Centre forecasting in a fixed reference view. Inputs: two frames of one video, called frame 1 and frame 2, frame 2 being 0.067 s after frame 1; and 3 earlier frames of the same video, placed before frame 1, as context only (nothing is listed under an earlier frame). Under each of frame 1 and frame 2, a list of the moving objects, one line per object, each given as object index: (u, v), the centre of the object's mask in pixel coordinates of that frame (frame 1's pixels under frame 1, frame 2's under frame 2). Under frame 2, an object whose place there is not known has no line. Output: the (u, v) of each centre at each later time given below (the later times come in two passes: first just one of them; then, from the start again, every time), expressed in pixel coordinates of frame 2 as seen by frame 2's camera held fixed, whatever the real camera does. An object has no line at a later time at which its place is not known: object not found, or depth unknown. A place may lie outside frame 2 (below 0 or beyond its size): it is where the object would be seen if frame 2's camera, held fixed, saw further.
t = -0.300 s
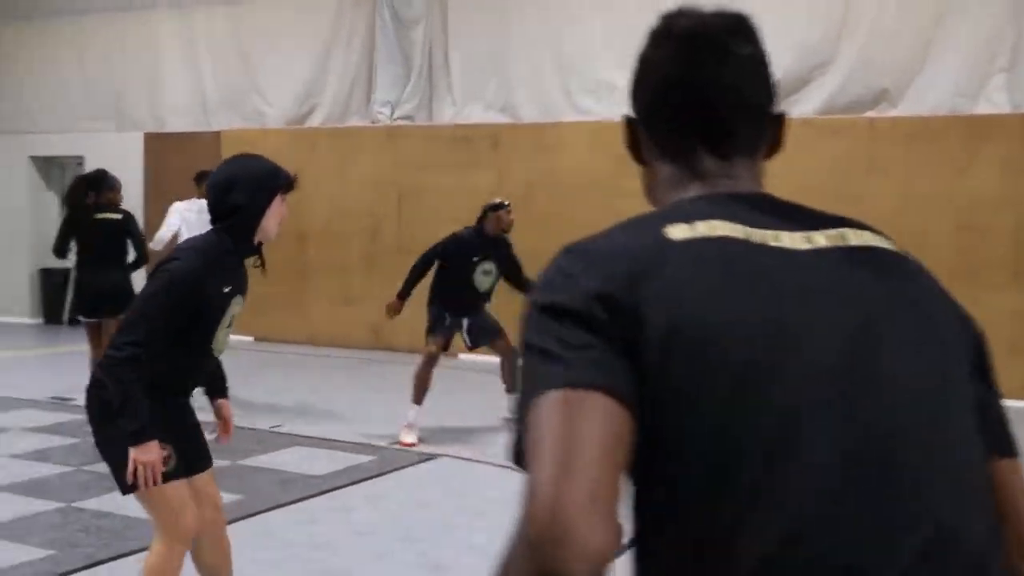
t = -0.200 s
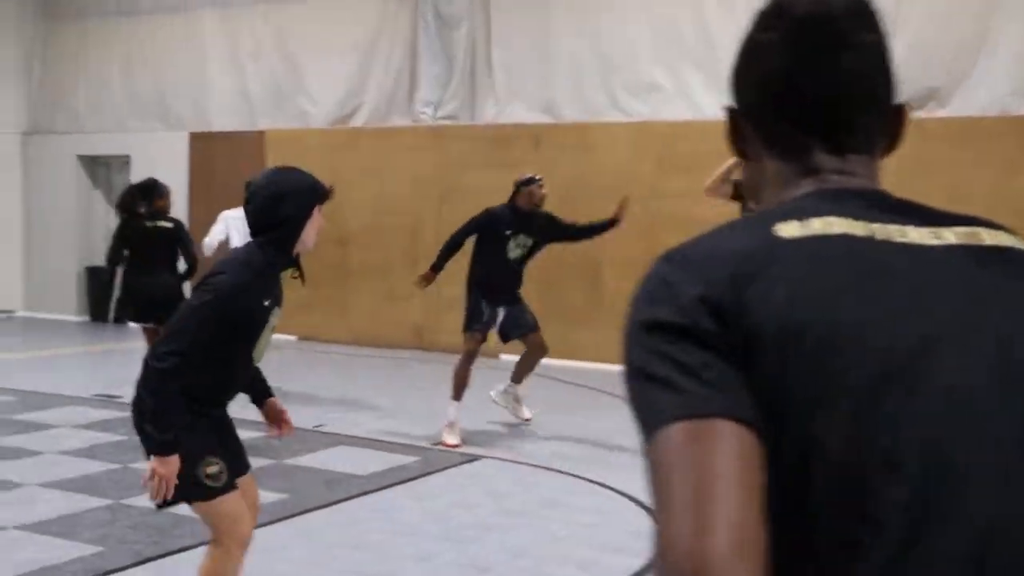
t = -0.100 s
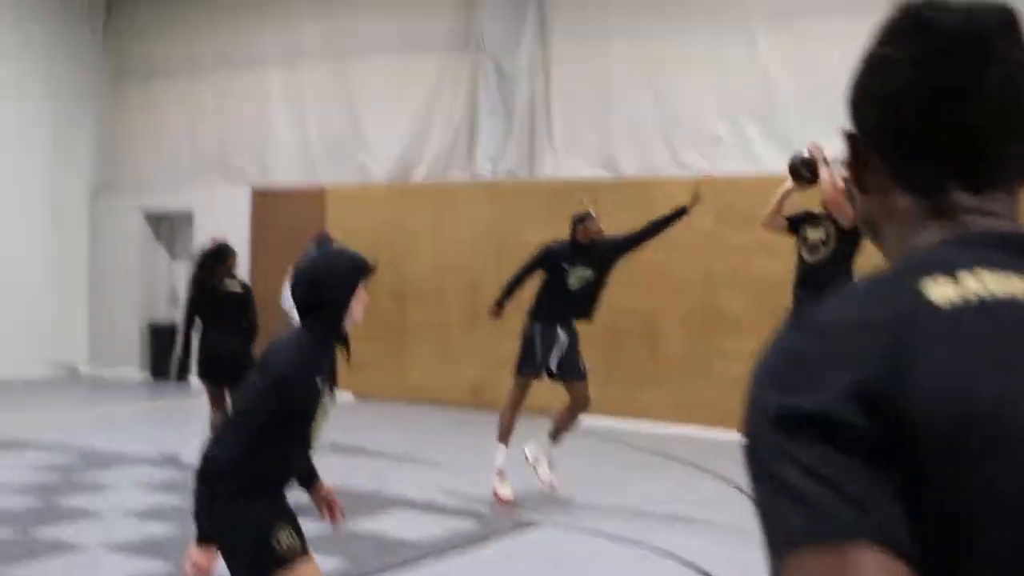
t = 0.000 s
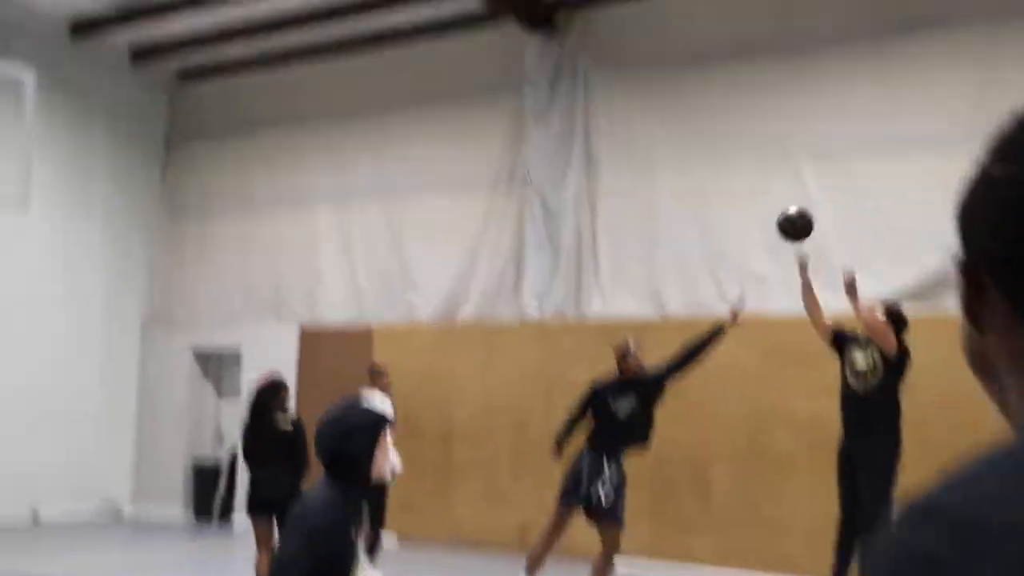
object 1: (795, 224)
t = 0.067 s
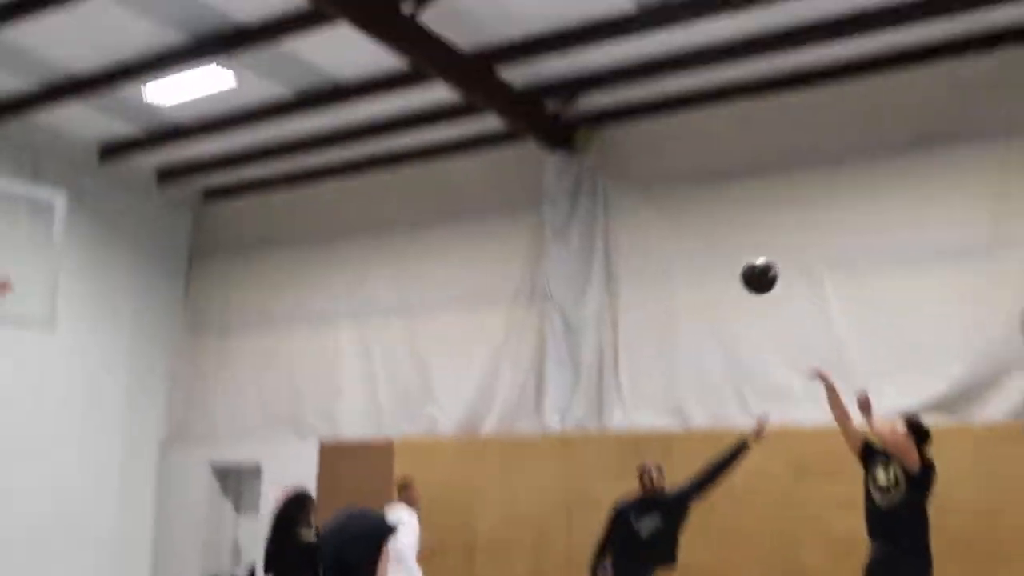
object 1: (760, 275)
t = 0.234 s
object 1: (625, 166)
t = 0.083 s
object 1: (745, 263)
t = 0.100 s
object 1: (731, 250)
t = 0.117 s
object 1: (717, 237)
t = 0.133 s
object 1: (703, 226)
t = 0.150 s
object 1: (689, 215)
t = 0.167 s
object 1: (676, 204)
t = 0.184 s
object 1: (663, 194)
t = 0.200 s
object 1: (650, 184)
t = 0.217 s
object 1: (637, 175)
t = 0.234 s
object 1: (625, 166)
